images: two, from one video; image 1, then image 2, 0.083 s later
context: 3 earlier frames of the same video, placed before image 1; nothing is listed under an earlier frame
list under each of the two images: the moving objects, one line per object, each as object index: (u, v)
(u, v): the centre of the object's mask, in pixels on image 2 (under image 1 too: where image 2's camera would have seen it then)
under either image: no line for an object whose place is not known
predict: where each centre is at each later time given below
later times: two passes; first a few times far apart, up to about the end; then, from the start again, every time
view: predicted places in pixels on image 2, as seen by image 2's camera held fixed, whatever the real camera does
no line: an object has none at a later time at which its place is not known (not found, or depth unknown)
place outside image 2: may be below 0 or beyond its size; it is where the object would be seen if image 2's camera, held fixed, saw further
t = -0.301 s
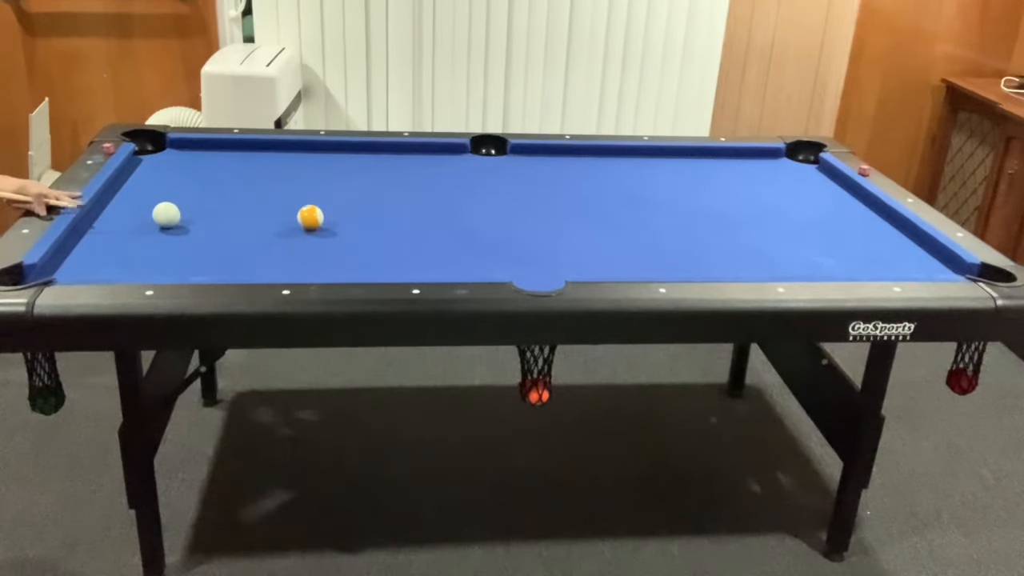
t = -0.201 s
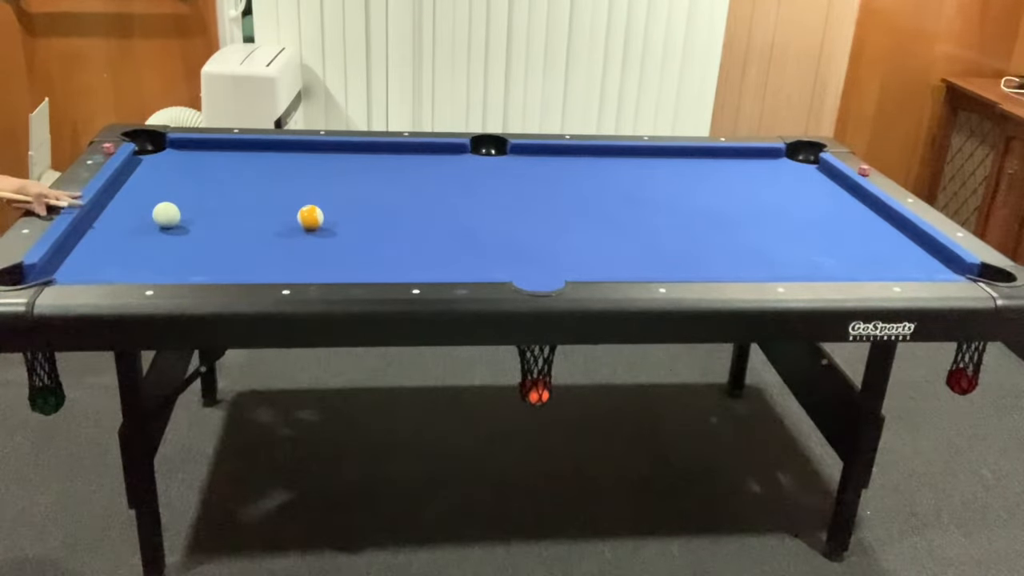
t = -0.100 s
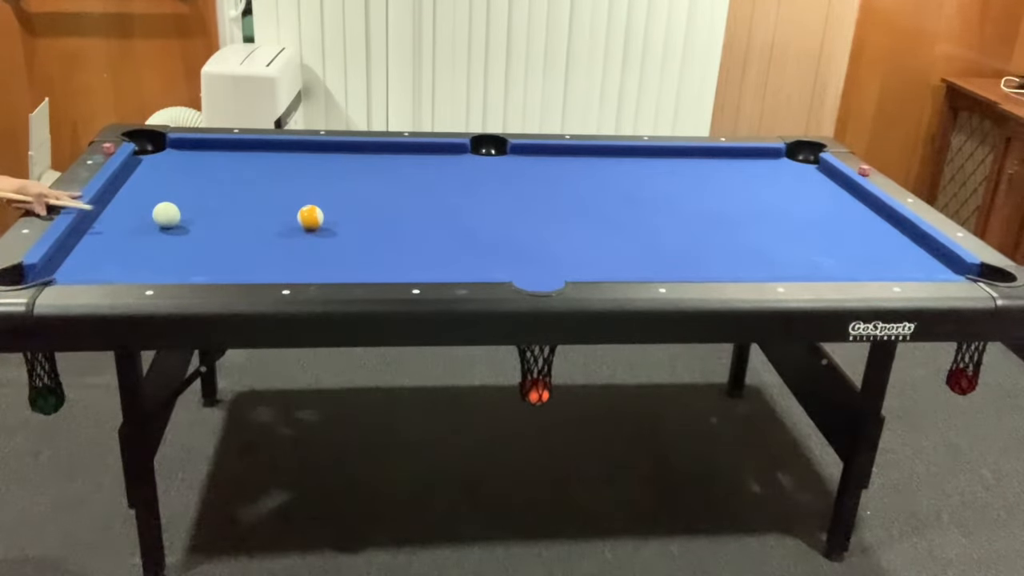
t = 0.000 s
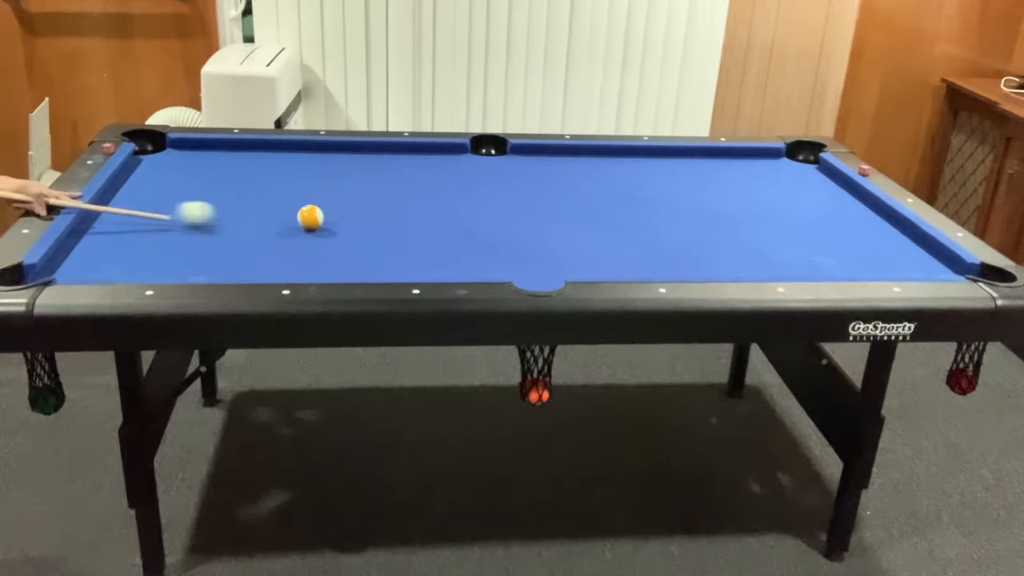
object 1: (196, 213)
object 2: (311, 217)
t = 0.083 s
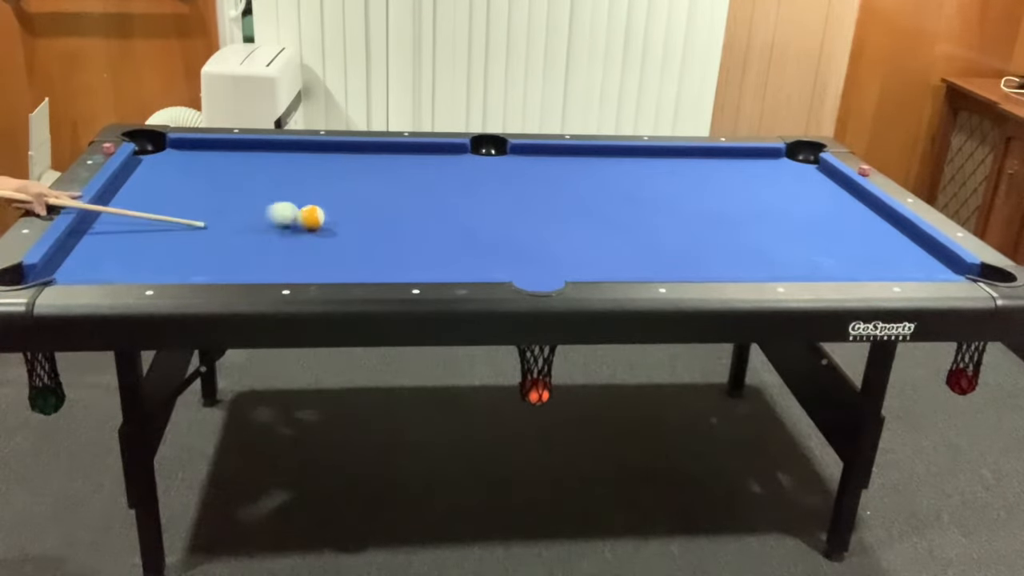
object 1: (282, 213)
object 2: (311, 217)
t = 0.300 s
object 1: (306, 203)
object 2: (464, 231)
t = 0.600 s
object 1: (326, 190)
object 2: (651, 246)
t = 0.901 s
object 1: (343, 179)
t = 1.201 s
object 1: (356, 170)
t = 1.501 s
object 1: (367, 162)
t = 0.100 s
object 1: (288, 213)
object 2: (323, 218)
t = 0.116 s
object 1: (290, 212)
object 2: (337, 219)
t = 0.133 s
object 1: (292, 211)
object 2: (350, 220)
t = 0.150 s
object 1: (294, 210)
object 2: (363, 221)
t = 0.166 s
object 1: (295, 209)
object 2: (376, 222)
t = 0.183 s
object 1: (297, 208)
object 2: (388, 223)
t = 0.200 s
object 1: (298, 207)
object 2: (400, 225)
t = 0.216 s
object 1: (299, 207)
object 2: (411, 226)
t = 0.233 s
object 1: (301, 206)
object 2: (422, 226)
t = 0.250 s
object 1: (302, 205)
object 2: (433, 227)
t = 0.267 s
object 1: (303, 204)
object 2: (444, 228)
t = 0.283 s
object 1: (304, 203)
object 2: (454, 230)
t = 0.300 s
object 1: (306, 203)
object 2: (464, 231)
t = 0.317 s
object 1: (307, 202)
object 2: (475, 231)
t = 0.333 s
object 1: (308, 201)
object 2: (485, 232)
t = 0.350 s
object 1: (310, 200)
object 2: (495, 233)
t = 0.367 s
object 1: (311, 199)
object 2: (505, 233)
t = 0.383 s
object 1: (312, 199)
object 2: (517, 235)
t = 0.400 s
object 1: (313, 198)
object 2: (527, 236)
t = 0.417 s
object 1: (314, 197)
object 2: (537, 236)
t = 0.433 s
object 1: (315, 196)
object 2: (547, 237)
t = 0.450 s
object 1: (316, 196)
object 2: (558, 238)
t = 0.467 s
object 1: (318, 195)
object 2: (568, 239)
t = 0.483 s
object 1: (319, 194)
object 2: (578, 240)
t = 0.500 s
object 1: (320, 194)
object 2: (589, 241)
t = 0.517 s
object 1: (321, 193)
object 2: (599, 242)
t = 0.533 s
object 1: (322, 192)
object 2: (610, 243)
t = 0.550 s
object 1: (323, 192)
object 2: (620, 243)
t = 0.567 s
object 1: (324, 191)
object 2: (630, 244)
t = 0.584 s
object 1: (325, 190)
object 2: (641, 245)
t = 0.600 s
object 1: (326, 190)
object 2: (651, 246)
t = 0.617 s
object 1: (327, 189)
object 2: (662, 247)
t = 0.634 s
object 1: (328, 188)
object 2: (672, 248)
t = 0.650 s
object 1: (329, 188)
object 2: (683, 249)
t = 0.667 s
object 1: (330, 187)
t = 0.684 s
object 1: (331, 186)
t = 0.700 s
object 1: (332, 186)
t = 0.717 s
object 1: (333, 185)
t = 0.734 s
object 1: (334, 185)
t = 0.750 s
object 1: (335, 184)
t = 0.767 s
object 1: (336, 183)
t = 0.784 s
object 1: (337, 183)
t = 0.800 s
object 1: (338, 182)
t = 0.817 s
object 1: (339, 182)
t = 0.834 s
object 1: (340, 181)
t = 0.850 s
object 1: (341, 181)
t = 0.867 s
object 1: (341, 180)
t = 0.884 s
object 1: (342, 179)
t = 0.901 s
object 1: (343, 179)
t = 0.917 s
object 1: (344, 178)
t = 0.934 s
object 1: (345, 178)
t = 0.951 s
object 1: (345, 177)
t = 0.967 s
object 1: (346, 177)
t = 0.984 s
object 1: (347, 176)
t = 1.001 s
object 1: (348, 175)
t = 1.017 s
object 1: (349, 175)
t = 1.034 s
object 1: (349, 174)
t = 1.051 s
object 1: (350, 174)
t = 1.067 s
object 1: (351, 174)
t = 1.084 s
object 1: (351, 173)
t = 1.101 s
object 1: (352, 173)
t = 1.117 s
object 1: (353, 172)
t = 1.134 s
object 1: (354, 171)
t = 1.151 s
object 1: (355, 171)
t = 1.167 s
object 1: (355, 171)
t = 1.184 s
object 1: (356, 170)
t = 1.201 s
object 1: (356, 170)
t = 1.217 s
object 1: (357, 169)
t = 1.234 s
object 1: (358, 169)
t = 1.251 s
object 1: (358, 168)
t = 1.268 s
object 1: (359, 168)
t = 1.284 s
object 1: (360, 167)
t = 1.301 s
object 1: (360, 167)
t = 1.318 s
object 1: (360, 167)
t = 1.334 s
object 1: (361, 166)
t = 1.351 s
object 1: (362, 166)
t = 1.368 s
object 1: (362, 166)
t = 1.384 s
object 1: (363, 165)
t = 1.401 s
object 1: (364, 165)
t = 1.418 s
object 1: (364, 164)
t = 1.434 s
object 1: (365, 164)
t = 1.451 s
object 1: (365, 163)
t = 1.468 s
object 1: (366, 163)
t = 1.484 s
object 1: (366, 163)
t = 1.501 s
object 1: (367, 162)
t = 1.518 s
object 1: (368, 162)
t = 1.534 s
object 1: (368, 162)
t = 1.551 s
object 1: (368, 161)
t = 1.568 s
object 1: (369, 161)
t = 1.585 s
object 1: (370, 161)
